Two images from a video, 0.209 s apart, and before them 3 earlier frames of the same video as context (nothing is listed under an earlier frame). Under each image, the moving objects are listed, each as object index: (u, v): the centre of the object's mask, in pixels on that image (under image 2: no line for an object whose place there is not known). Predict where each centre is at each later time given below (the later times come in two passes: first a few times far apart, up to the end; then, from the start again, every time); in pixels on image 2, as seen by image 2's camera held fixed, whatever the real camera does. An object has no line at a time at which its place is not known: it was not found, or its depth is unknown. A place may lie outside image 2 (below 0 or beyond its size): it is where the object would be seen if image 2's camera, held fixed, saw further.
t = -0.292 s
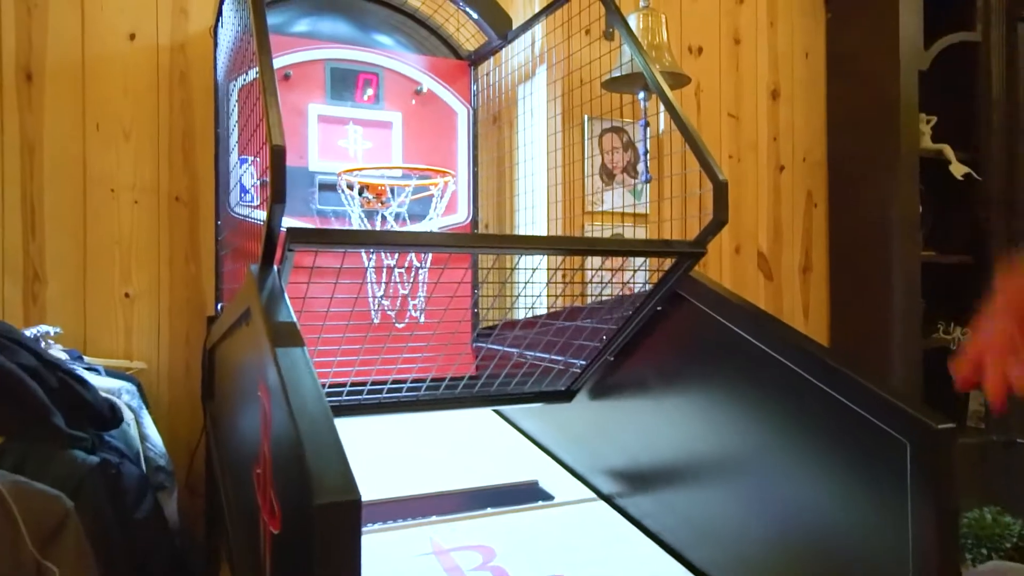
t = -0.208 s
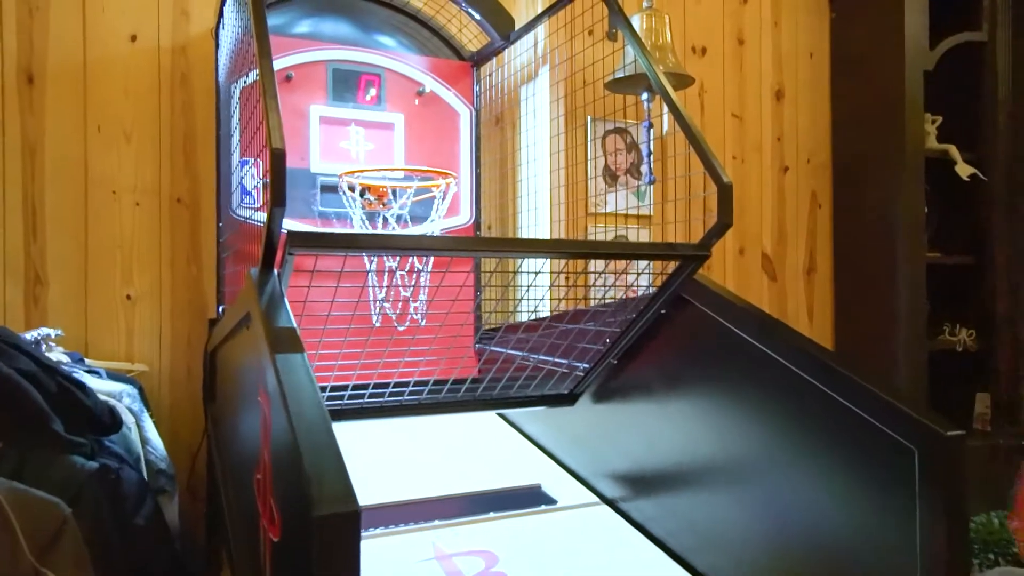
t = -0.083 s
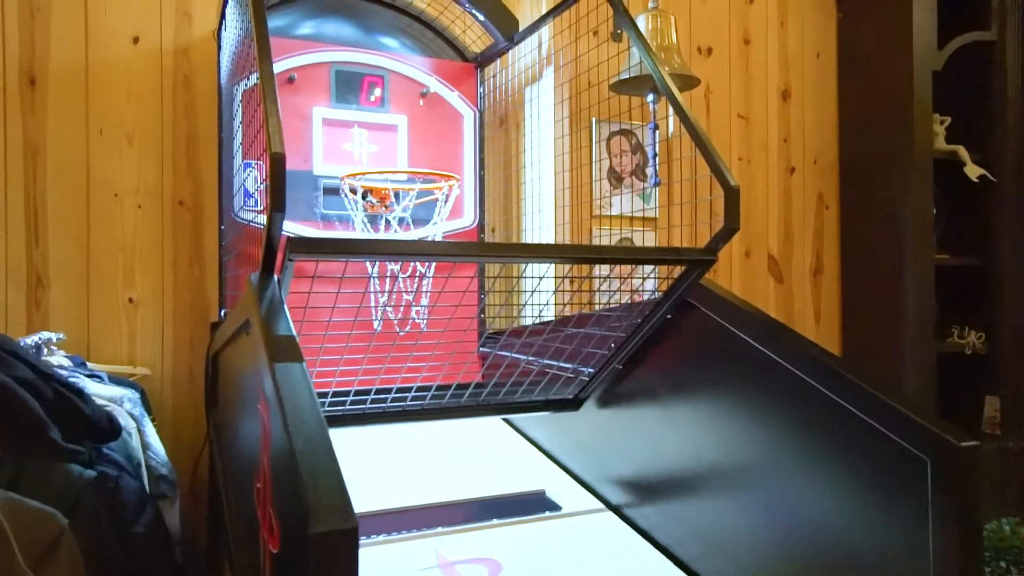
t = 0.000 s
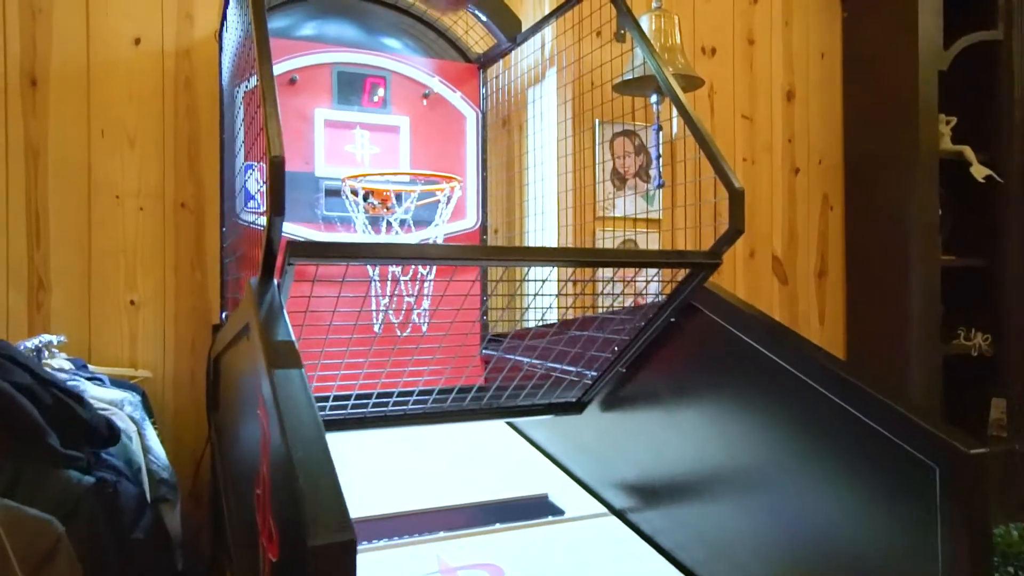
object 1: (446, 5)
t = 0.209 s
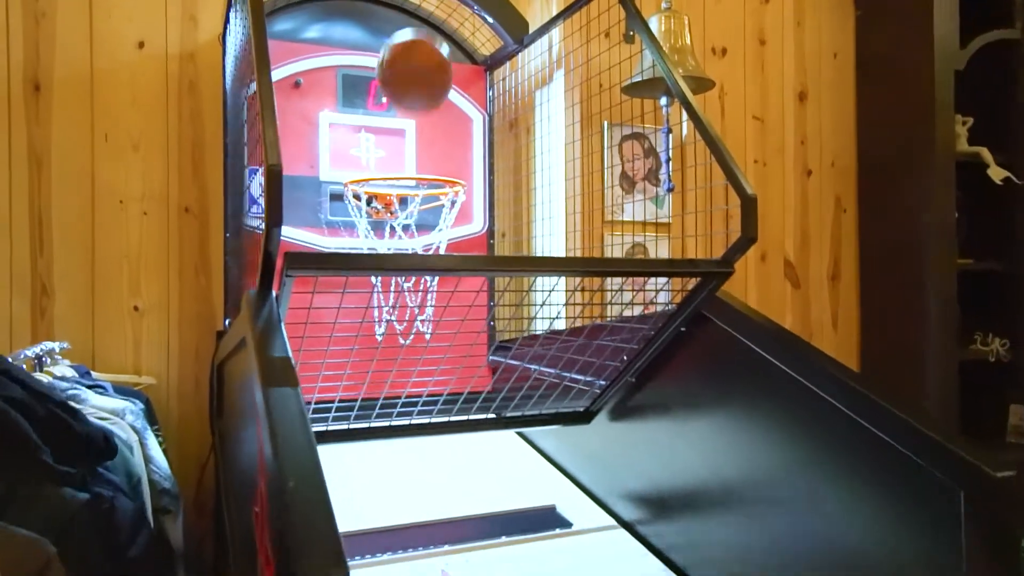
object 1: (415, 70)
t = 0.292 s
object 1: (403, 112)
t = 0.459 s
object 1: (384, 205)
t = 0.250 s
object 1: (409, 92)
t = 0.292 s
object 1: (403, 112)
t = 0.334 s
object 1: (399, 132)
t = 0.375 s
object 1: (393, 149)
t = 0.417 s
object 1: (389, 177)
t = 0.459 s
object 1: (384, 205)
